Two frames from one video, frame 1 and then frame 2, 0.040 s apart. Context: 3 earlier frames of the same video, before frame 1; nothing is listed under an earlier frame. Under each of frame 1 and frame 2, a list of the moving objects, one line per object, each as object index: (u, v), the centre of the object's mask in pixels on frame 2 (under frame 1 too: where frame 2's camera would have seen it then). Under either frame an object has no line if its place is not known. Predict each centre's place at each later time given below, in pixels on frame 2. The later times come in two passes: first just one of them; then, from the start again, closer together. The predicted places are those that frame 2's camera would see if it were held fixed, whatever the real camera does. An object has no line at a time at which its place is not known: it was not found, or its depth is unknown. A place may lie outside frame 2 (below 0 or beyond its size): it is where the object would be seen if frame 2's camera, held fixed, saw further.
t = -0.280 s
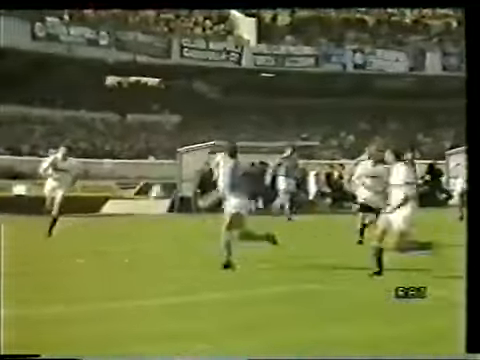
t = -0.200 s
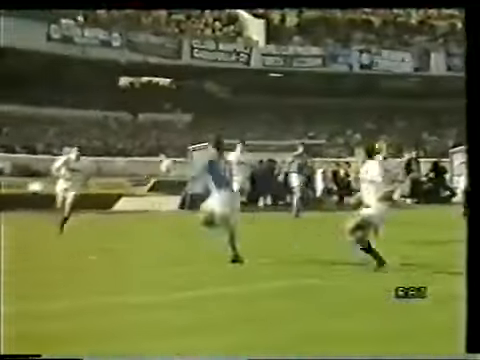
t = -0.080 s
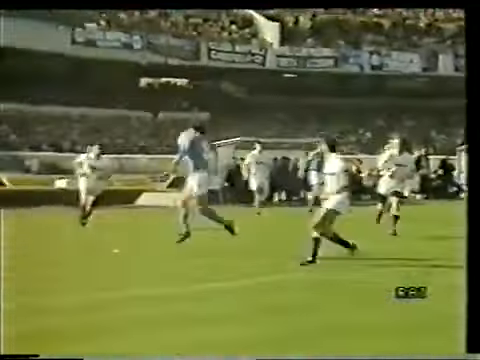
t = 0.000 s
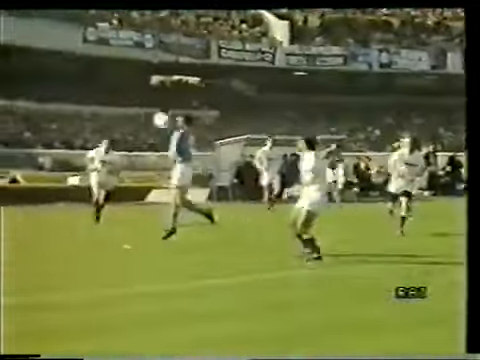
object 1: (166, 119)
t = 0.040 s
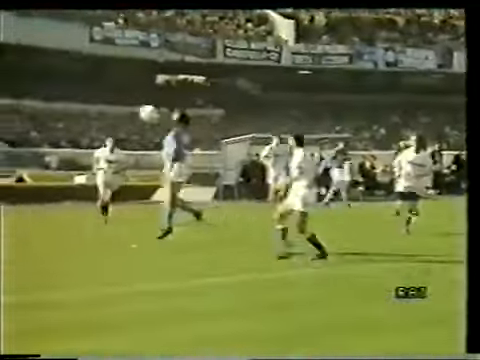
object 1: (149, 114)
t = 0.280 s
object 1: (19, 94)
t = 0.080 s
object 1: (127, 106)
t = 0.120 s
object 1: (106, 102)
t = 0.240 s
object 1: (41, 95)
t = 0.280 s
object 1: (19, 94)
